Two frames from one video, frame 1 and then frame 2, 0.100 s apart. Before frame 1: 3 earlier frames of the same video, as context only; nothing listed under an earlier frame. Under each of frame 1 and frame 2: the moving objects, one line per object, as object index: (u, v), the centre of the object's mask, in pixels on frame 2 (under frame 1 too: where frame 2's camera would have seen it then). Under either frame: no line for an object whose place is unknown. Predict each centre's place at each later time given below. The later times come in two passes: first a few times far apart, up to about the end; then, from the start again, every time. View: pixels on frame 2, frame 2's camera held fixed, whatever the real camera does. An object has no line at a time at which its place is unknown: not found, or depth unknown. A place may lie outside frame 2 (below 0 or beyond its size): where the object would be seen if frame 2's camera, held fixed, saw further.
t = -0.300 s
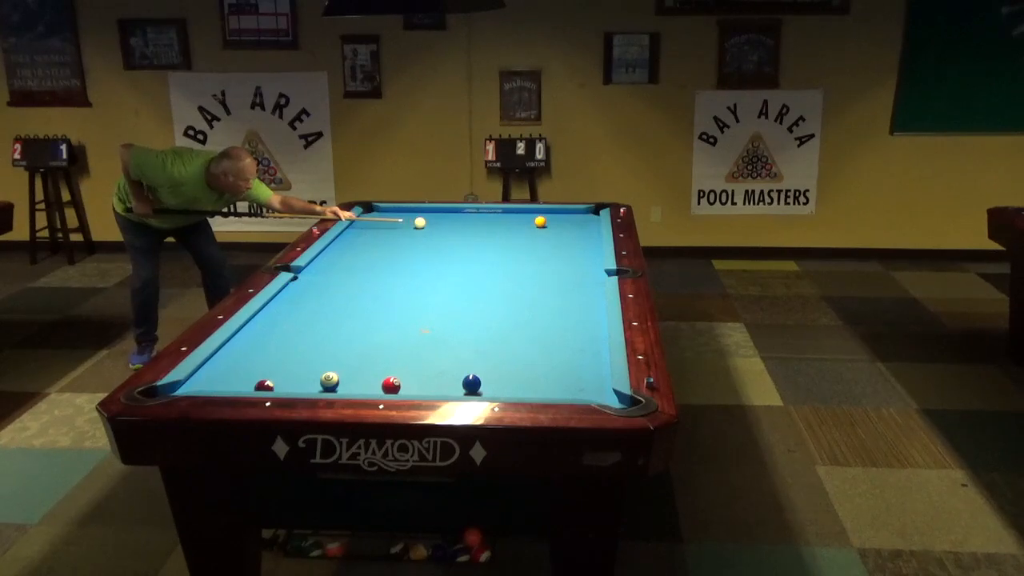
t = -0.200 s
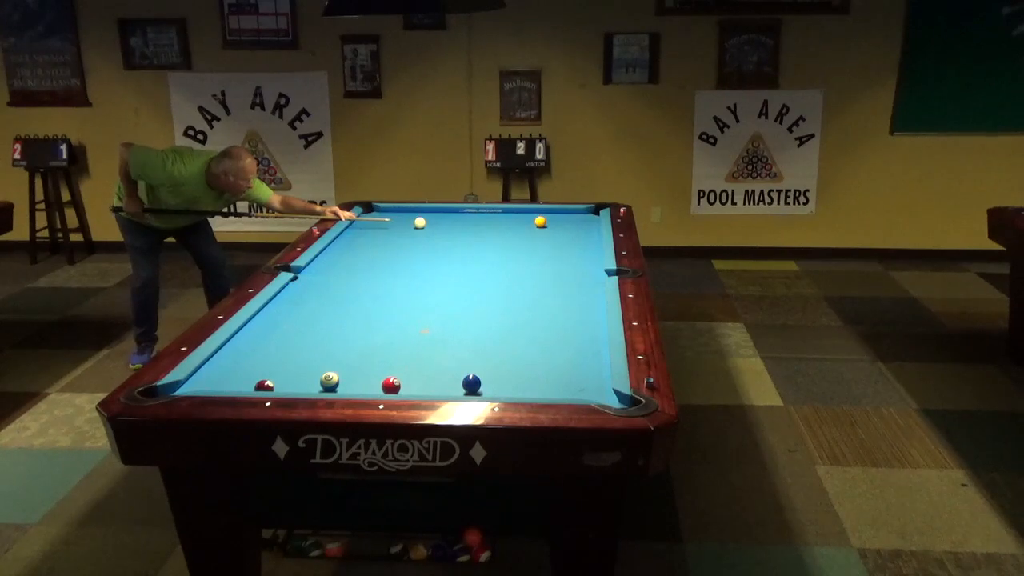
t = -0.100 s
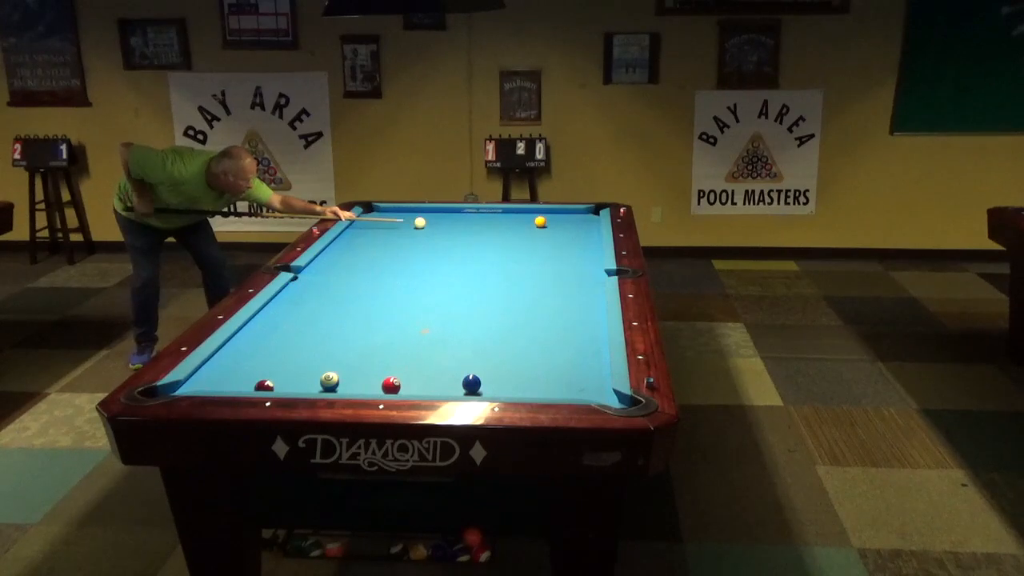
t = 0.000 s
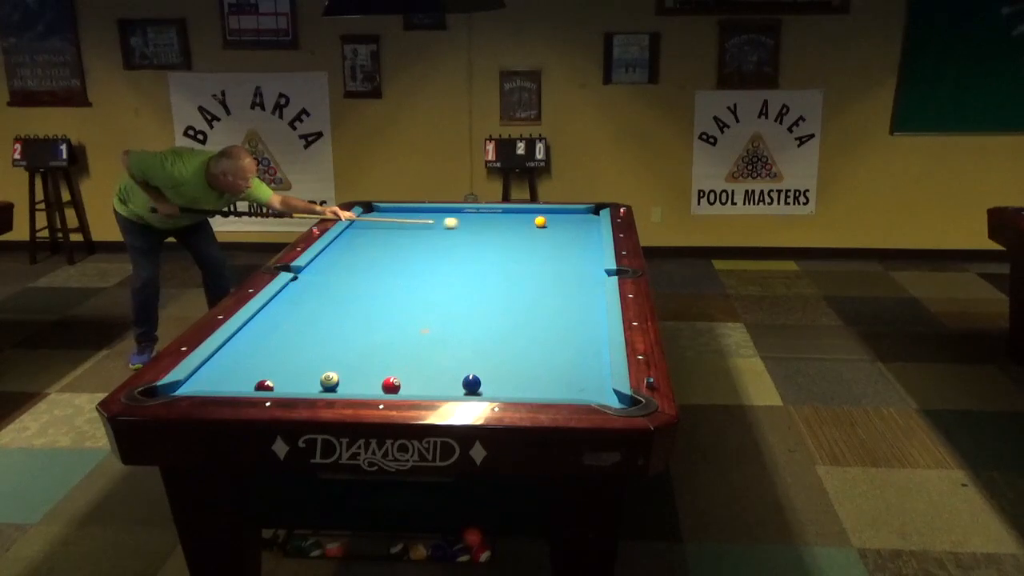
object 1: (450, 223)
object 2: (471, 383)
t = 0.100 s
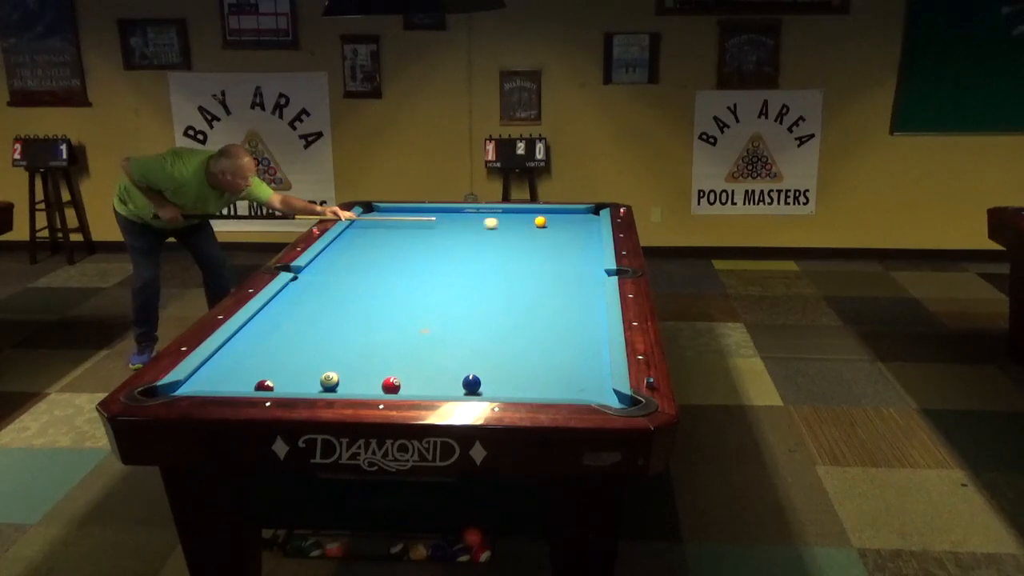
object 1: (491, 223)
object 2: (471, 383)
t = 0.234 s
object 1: (538, 225)
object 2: (471, 383)
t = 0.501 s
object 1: (588, 236)
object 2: (471, 383)
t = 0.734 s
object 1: (547, 245)
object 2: (471, 383)
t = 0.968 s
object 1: (505, 255)
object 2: (471, 384)
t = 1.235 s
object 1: (453, 266)
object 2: (471, 383)
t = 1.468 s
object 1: (405, 278)
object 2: (471, 383)
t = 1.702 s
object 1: (354, 289)
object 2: (471, 383)
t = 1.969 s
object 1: (292, 303)
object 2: (471, 383)
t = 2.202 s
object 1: (274, 313)
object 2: (471, 383)
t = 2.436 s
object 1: (289, 319)
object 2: (471, 383)
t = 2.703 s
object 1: (307, 326)
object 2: (471, 383)
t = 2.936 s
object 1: (322, 332)
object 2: (471, 383)
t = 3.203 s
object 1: (338, 339)
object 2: (471, 383)
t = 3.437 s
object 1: (353, 345)
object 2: (471, 383)
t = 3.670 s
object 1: (367, 351)
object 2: (471, 383)
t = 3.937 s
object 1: (383, 357)
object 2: (471, 383)
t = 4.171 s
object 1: (396, 362)
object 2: (471, 383)
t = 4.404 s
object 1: (409, 367)
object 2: (471, 383)
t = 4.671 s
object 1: (423, 373)
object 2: (471, 383)
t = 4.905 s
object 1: (434, 377)
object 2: (471, 384)
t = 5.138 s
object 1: (444, 381)
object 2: (471, 383)
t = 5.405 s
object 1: (452, 384)
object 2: (473, 383)
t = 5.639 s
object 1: (453, 386)
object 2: (477, 383)
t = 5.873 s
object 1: (453, 387)
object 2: (481, 384)
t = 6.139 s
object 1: (453, 387)
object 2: (483, 383)
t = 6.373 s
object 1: (453, 387)
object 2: (484, 383)
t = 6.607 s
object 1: (453, 387)
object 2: (484, 383)
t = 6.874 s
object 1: (453, 387)
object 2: (484, 383)
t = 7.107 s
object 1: (453, 387)
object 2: (484, 383)
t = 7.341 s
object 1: (453, 387)
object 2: (484, 383)
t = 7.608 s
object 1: (453, 387)
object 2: (484, 383)
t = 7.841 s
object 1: (453, 387)
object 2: (484, 383)
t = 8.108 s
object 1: (453, 387)
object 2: (484, 383)
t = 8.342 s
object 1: (453, 387)
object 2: (484, 383)
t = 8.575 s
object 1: (453, 387)
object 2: (484, 383)
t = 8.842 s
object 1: (453, 387)
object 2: (484, 383)
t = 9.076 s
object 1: (453, 387)
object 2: (484, 383)
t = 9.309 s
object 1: (453, 387)
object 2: (484, 383)
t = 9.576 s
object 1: (453, 387)
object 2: (484, 383)
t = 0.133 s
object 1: (504, 223)
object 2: (471, 383)
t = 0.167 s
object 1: (517, 223)
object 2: (471, 383)
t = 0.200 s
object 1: (530, 224)
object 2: (471, 383)
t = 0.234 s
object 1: (538, 225)
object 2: (471, 383)
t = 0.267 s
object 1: (546, 227)
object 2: (471, 383)
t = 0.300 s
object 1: (555, 228)
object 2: (471, 383)
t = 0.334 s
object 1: (563, 229)
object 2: (471, 384)
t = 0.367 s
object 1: (572, 230)
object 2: (471, 383)
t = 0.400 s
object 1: (581, 232)
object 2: (471, 383)
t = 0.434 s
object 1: (590, 233)
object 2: (471, 383)
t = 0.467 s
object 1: (594, 234)
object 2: (471, 383)
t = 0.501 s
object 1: (588, 236)
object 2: (471, 383)
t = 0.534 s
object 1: (582, 237)
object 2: (471, 383)
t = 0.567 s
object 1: (576, 238)
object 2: (471, 383)
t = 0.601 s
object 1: (570, 240)
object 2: (471, 383)
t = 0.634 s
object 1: (565, 241)
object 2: (471, 383)
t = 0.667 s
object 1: (559, 243)
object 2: (471, 383)
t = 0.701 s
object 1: (553, 244)
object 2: (471, 383)
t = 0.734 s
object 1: (547, 245)
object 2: (471, 383)
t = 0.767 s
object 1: (541, 246)
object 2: (471, 383)
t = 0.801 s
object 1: (535, 248)
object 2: (471, 384)
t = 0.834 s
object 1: (529, 249)
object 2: (471, 383)
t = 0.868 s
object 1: (523, 251)
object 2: (471, 384)
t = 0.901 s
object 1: (517, 252)
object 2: (471, 383)
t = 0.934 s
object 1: (511, 254)
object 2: (471, 384)
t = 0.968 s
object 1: (505, 255)
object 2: (471, 384)
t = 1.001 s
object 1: (498, 256)
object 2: (471, 384)
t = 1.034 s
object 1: (492, 258)
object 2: (471, 384)
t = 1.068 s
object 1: (486, 259)
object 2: (471, 383)
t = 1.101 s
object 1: (479, 261)
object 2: (471, 384)
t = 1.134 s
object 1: (472, 262)
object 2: (471, 384)
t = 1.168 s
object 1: (466, 264)
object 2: (471, 384)
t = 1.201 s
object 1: (460, 265)
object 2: (471, 384)
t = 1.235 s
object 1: (453, 266)
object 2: (471, 383)
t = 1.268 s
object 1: (446, 268)
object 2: (471, 383)
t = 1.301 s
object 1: (439, 270)
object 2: (471, 383)
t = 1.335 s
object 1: (433, 271)
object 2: (471, 383)
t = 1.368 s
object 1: (426, 273)
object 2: (471, 384)
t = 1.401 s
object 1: (419, 274)
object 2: (471, 383)
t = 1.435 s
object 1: (412, 276)
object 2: (471, 383)
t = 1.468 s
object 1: (405, 278)
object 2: (471, 383)
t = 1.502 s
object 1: (398, 279)
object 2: (471, 383)
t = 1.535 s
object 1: (391, 281)
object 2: (471, 383)
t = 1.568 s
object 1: (383, 282)
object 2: (471, 383)
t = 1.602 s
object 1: (376, 284)
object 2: (471, 383)
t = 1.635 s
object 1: (369, 286)
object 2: (471, 383)
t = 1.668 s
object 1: (361, 288)
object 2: (471, 383)
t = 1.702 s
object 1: (354, 289)
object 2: (471, 383)
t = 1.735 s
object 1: (346, 291)
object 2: (471, 383)
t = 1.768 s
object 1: (339, 293)
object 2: (471, 383)
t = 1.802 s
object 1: (331, 294)
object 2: (471, 383)
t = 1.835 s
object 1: (324, 296)
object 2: (471, 383)
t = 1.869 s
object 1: (316, 298)
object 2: (471, 383)
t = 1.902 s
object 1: (308, 300)
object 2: (471, 383)
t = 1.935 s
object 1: (301, 301)
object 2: (471, 383)
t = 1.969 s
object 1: (292, 303)
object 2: (471, 383)
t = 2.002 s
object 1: (285, 305)
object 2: (471, 383)
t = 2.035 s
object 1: (277, 307)
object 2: (471, 383)
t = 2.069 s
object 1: (269, 309)
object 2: (471, 383)
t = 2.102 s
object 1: (267, 310)
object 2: (471, 383)
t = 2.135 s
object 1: (270, 311)
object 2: (471, 383)
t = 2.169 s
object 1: (272, 312)
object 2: (471, 383)
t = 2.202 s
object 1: (274, 313)
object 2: (471, 383)
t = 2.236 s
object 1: (276, 314)
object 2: (471, 383)
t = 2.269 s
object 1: (279, 315)
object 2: (471, 383)
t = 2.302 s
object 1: (281, 315)
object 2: (471, 383)
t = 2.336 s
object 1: (283, 316)
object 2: (471, 383)
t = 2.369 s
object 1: (285, 317)
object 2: (471, 383)
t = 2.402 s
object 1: (287, 318)
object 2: (471, 383)
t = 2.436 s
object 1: (289, 319)
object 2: (471, 383)
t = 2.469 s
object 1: (292, 320)
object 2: (471, 383)
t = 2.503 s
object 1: (294, 321)
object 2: (471, 383)
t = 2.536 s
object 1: (296, 322)
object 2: (471, 383)
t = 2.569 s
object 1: (298, 323)
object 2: (471, 383)
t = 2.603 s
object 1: (300, 324)
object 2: (471, 383)
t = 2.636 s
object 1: (302, 325)
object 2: (471, 383)
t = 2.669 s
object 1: (304, 325)
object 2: (471, 383)
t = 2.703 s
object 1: (307, 326)
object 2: (471, 383)
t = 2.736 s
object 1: (309, 327)
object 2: (471, 383)
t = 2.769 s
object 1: (311, 328)
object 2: (471, 383)
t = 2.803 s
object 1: (313, 329)
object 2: (471, 383)
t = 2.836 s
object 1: (315, 330)
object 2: (471, 383)
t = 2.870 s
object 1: (317, 331)
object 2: (471, 383)
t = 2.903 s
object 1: (320, 331)
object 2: (471, 383)
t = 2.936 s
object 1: (322, 332)
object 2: (471, 383)
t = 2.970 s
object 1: (324, 333)
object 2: (471, 383)
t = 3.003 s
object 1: (326, 334)
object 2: (471, 383)
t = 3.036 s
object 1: (328, 335)
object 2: (471, 383)
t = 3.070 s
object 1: (330, 336)
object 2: (471, 383)
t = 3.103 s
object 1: (332, 336)
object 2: (471, 383)
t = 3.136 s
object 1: (334, 337)
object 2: (471, 383)
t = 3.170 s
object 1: (336, 338)
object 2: (471, 383)
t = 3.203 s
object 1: (338, 339)
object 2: (471, 383)
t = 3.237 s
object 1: (341, 340)
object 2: (471, 383)
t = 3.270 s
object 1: (343, 341)
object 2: (471, 383)
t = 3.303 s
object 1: (345, 342)
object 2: (471, 383)
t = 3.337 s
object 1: (347, 342)
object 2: (471, 383)
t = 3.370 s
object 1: (349, 343)
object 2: (471, 383)
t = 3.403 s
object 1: (351, 344)
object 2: (471, 383)
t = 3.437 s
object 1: (353, 345)
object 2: (471, 383)
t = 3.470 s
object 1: (355, 346)
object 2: (471, 383)
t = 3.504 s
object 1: (357, 347)
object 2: (471, 383)
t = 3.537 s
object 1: (359, 347)
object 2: (471, 383)
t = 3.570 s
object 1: (361, 348)
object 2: (471, 383)
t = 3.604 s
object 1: (363, 349)
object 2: (471, 383)
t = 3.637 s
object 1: (365, 350)
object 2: (471, 383)
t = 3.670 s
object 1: (367, 351)
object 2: (471, 383)
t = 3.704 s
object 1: (369, 352)
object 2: (471, 383)
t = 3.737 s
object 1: (371, 352)
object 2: (471, 383)
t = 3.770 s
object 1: (373, 353)
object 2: (471, 383)
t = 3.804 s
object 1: (375, 354)
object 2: (471, 383)
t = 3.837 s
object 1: (377, 355)
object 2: (471, 383)
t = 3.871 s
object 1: (379, 356)
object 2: (471, 383)
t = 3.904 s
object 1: (381, 356)
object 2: (471, 383)
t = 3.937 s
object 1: (383, 357)
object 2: (471, 383)
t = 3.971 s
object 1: (385, 358)
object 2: (471, 383)
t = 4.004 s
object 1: (387, 358)
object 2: (471, 383)
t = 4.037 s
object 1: (389, 359)
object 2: (471, 383)
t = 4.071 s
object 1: (391, 360)
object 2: (471, 383)
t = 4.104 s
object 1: (393, 361)
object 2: (471, 383)
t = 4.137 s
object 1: (394, 361)
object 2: (471, 383)
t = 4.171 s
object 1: (396, 362)
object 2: (471, 383)
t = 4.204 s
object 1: (398, 362)
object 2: (471, 383)
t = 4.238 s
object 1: (400, 364)
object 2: (471, 383)
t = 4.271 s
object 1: (402, 365)
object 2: (471, 383)
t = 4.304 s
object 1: (403, 365)
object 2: (471, 383)
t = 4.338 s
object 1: (406, 365)
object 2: (471, 383)
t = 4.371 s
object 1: (407, 366)
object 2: (471, 383)
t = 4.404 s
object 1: (409, 367)
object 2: (471, 383)
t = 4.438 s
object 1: (411, 368)
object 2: (471, 383)
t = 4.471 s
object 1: (412, 369)
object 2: (471, 383)
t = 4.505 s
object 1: (414, 369)
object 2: (471, 383)
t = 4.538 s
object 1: (416, 370)
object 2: (471, 383)
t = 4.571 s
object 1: (418, 371)
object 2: (471, 383)
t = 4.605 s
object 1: (419, 371)
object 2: (471, 383)
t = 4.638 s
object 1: (421, 372)
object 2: (471, 383)
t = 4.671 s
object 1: (423, 373)
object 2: (471, 383)
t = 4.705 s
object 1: (424, 373)
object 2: (471, 383)
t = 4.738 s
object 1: (426, 374)
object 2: (471, 383)
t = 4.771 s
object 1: (428, 374)
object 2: (471, 383)
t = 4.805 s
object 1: (429, 375)
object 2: (471, 384)
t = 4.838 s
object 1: (431, 376)
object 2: (471, 384)
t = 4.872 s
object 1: (432, 376)
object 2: (471, 384)
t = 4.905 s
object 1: (434, 377)
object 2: (471, 384)
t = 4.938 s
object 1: (435, 378)
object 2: (471, 383)
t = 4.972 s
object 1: (437, 378)
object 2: (471, 384)
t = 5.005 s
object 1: (438, 378)
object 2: (471, 383)
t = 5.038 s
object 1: (440, 379)
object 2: (471, 384)
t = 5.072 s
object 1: (441, 379)
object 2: (471, 383)
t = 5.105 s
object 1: (442, 380)
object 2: (471, 383)
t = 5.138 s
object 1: (444, 381)
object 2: (471, 383)
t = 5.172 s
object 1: (445, 381)
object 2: (471, 383)
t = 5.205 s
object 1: (447, 382)
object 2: (471, 383)
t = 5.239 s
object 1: (448, 382)
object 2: (471, 383)
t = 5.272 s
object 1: (449, 382)
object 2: (471, 383)
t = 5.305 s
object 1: (450, 383)
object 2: (471, 383)
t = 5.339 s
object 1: (452, 383)
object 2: (471, 383)
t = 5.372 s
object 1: (452, 383)
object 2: (472, 383)
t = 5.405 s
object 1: (452, 384)
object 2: (473, 383)
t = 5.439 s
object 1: (453, 384)
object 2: (473, 383)
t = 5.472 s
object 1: (453, 384)
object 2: (474, 383)
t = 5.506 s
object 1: (453, 385)
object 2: (475, 383)
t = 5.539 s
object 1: (453, 385)
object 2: (476, 383)
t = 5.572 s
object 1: (453, 385)
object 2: (476, 383)
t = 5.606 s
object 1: (453, 385)
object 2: (477, 383)
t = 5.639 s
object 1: (453, 386)
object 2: (477, 383)
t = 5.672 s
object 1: (453, 386)
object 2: (478, 384)
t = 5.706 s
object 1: (453, 386)
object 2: (479, 383)
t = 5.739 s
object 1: (453, 386)
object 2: (479, 383)
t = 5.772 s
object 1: (453, 386)
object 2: (480, 384)
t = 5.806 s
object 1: (453, 386)
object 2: (480, 384)
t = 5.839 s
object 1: (453, 387)
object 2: (481, 384)
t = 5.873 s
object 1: (453, 387)
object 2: (481, 384)
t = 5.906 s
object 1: (453, 387)
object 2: (482, 384)
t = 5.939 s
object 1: (453, 387)
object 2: (482, 384)
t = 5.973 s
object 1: (453, 387)
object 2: (482, 384)
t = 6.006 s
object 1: (453, 387)
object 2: (483, 384)
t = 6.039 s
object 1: (453, 387)
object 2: (483, 384)
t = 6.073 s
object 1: (453, 387)
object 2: (483, 383)
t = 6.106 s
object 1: (453, 387)
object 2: (483, 383)
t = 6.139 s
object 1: (453, 387)
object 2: (483, 383)
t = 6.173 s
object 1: (453, 387)
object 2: (483, 383)
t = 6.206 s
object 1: (453, 387)
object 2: (483, 383)
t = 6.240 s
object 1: (453, 387)
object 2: (483, 383)
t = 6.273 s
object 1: (453, 387)
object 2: (483, 383)
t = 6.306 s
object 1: (453, 388)
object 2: (483, 383)
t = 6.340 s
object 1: (453, 387)
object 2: (484, 383)
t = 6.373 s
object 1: (453, 387)
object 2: (484, 383)
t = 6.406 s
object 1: (453, 387)
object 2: (484, 383)
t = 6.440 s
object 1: (453, 387)
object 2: (484, 383)
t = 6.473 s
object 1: (453, 387)
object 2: (484, 383)
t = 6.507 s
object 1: (453, 387)
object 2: (484, 383)
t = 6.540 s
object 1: (453, 387)
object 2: (484, 383)
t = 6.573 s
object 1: (453, 387)
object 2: (484, 383)
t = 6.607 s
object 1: (453, 387)
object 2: (484, 383)
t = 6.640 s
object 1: (453, 387)
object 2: (484, 383)
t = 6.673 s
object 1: (453, 387)
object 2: (484, 383)
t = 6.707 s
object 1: (453, 387)
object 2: (484, 383)
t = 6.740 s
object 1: (453, 387)
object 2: (484, 383)
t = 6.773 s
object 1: (453, 387)
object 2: (484, 383)
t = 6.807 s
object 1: (453, 387)
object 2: (484, 383)
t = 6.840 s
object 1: (453, 387)
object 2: (484, 383)
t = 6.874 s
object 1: (453, 387)
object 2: (484, 383)
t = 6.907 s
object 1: (453, 387)
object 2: (484, 383)
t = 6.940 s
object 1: (453, 387)
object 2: (484, 383)
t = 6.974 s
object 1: (453, 387)
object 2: (484, 383)
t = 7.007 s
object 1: (453, 387)
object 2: (484, 383)
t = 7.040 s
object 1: (453, 387)
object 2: (484, 383)
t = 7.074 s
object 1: (453, 387)
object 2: (484, 383)
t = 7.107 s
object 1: (453, 387)
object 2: (484, 383)
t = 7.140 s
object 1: (453, 387)
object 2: (484, 383)
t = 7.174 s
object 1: (453, 387)
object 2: (484, 383)
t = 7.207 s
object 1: (453, 387)
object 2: (484, 383)
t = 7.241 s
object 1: (453, 387)
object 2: (484, 383)
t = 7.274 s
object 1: (453, 387)
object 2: (484, 383)
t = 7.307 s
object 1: (453, 387)
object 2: (484, 383)
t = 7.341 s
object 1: (453, 387)
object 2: (484, 383)
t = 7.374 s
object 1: (453, 387)
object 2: (484, 383)
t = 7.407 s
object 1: (453, 387)
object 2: (484, 383)
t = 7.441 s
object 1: (453, 387)
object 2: (484, 383)
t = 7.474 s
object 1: (453, 387)
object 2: (484, 383)
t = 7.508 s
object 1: (453, 387)
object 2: (484, 383)
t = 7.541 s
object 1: (453, 387)
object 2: (484, 383)
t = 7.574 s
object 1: (453, 387)
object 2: (484, 383)
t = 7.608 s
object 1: (453, 387)
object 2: (484, 383)
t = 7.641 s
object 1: (453, 387)
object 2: (484, 383)
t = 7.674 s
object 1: (453, 387)
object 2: (484, 383)
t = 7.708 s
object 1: (453, 387)
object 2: (484, 383)
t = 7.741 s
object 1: (453, 387)
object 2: (484, 383)
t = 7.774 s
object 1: (453, 387)
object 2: (484, 383)
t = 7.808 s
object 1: (453, 387)
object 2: (484, 383)
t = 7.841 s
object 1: (453, 387)
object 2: (484, 383)
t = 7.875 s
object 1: (453, 387)
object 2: (484, 383)
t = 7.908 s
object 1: (453, 387)
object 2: (484, 383)
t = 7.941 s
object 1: (453, 387)
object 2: (484, 383)
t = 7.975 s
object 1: (453, 387)
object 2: (484, 383)
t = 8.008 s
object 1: (453, 387)
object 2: (484, 383)
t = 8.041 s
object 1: (453, 387)
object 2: (484, 383)
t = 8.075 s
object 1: (453, 387)
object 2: (484, 383)
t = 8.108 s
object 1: (453, 387)
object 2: (484, 383)
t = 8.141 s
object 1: (453, 387)
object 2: (484, 383)
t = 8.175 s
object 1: (453, 387)
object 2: (484, 383)
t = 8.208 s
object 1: (453, 387)
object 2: (484, 383)
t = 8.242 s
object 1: (453, 387)
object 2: (484, 383)
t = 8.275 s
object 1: (453, 387)
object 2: (484, 383)
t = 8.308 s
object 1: (453, 387)
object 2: (484, 383)
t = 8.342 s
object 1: (453, 387)
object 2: (484, 383)
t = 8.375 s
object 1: (453, 387)
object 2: (484, 383)
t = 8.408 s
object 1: (453, 387)
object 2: (484, 383)
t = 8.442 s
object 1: (453, 387)
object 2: (484, 383)
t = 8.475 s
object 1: (453, 387)
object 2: (484, 383)
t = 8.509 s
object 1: (453, 387)
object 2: (484, 383)
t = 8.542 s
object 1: (453, 387)
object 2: (484, 383)
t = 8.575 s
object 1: (453, 387)
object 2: (484, 383)
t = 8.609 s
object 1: (453, 387)
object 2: (484, 383)
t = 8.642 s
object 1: (453, 387)
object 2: (484, 383)
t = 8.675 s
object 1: (453, 387)
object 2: (484, 383)
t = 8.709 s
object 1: (453, 387)
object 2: (484, 383)
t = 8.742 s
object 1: (453, 387)
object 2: (484, 383)
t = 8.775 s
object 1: (453, 387)
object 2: (484, 383)
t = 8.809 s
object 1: (453, 387)
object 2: (484, 383)
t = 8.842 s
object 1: (453, 387)
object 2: (484, 383)
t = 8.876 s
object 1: (453, 387)
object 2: (484, 383)
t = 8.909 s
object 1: (453, 387)
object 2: (484, 383)
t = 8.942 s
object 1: (453, 387)
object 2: (484, 383)
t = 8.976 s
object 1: (453, 387)
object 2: (484, 383)
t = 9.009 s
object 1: (453, 387)
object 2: (484, 383)
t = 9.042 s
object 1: (453, 387)
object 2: (484, 383)
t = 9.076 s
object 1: (453, 387)
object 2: (484, 383)
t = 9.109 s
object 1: (453, 387)
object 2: (484, 383)
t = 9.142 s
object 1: (453, 387)
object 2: (484, 383)
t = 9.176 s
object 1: (453, 387)
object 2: (484, 383)
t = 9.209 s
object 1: (453, 387)
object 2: (484, 383)
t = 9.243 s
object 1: (453, 387)
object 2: (484, 383)
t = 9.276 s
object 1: (453, 387)
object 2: (484, 383)
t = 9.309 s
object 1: (453, 387)
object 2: (484, 383)
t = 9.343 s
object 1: (453, 387)
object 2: (484, 383)
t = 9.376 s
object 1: (453, 387)
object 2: (484, 383)
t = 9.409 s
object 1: (453, 387)
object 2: (484, 383)
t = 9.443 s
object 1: (453, 387)
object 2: (484, 383)
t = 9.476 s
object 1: (453, 387)
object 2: (484, 383)
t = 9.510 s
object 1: (453, 387)
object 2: (484, 383)
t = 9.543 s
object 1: (453, 388)
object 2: (484, 383)
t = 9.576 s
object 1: (453, 387)
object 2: (484, 383)
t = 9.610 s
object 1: (453, 387)
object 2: (484, 383)
